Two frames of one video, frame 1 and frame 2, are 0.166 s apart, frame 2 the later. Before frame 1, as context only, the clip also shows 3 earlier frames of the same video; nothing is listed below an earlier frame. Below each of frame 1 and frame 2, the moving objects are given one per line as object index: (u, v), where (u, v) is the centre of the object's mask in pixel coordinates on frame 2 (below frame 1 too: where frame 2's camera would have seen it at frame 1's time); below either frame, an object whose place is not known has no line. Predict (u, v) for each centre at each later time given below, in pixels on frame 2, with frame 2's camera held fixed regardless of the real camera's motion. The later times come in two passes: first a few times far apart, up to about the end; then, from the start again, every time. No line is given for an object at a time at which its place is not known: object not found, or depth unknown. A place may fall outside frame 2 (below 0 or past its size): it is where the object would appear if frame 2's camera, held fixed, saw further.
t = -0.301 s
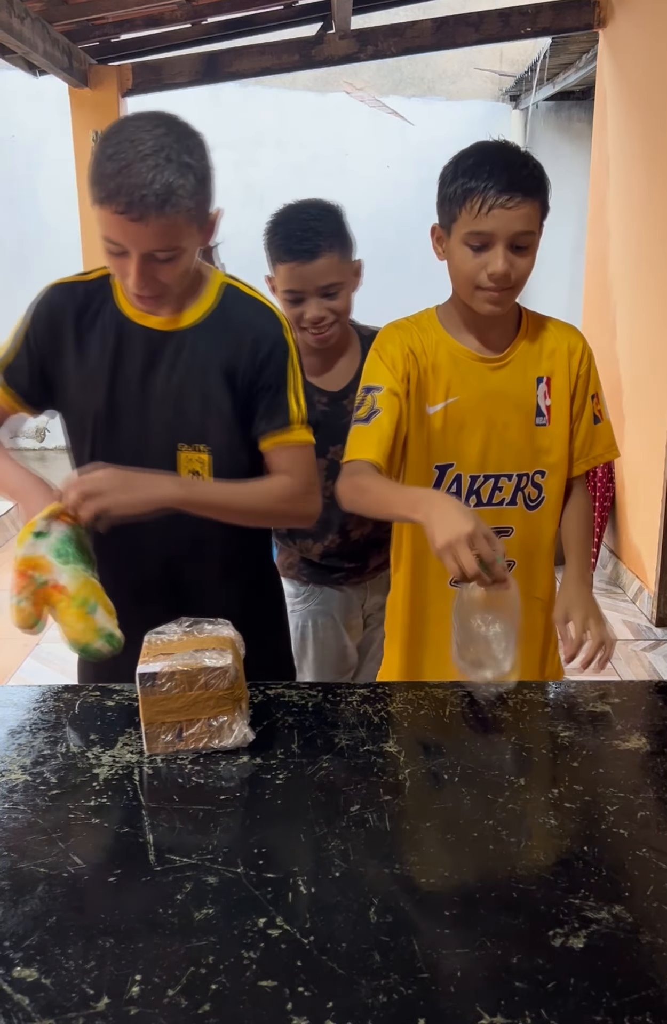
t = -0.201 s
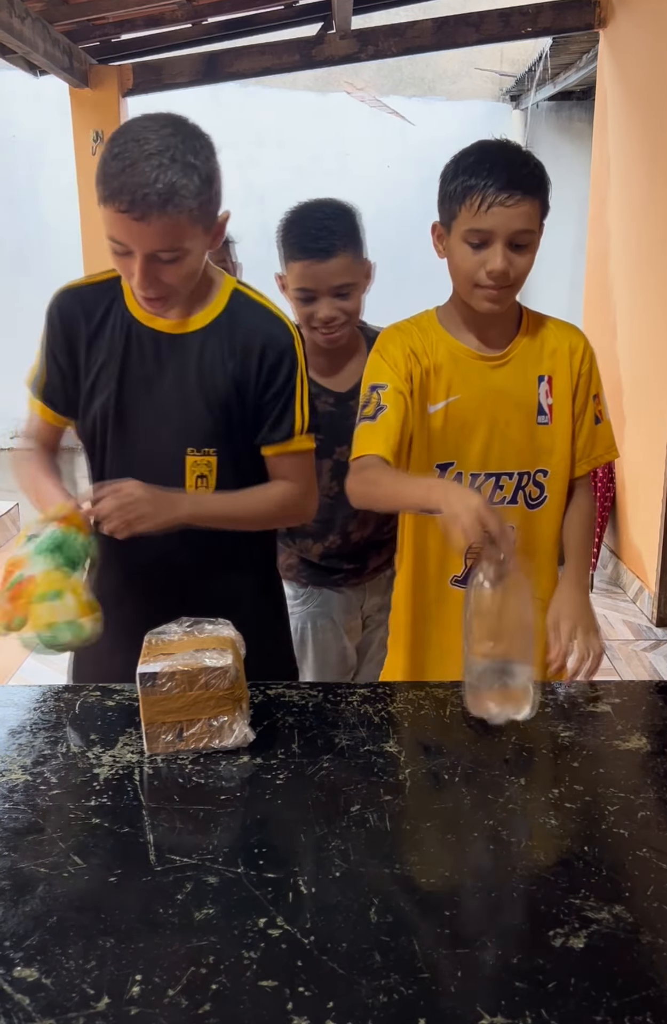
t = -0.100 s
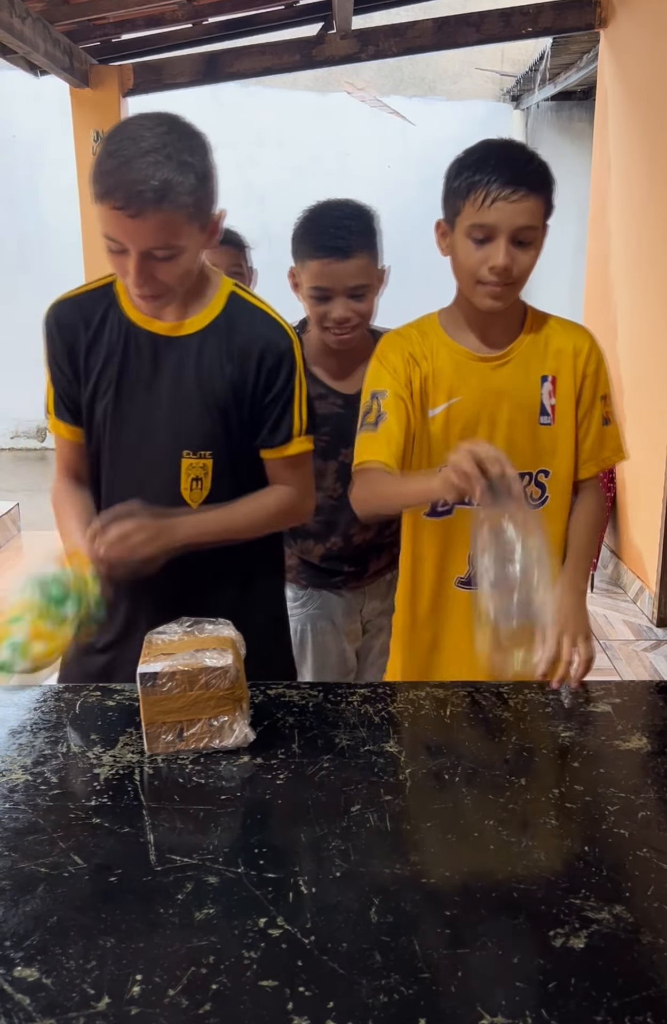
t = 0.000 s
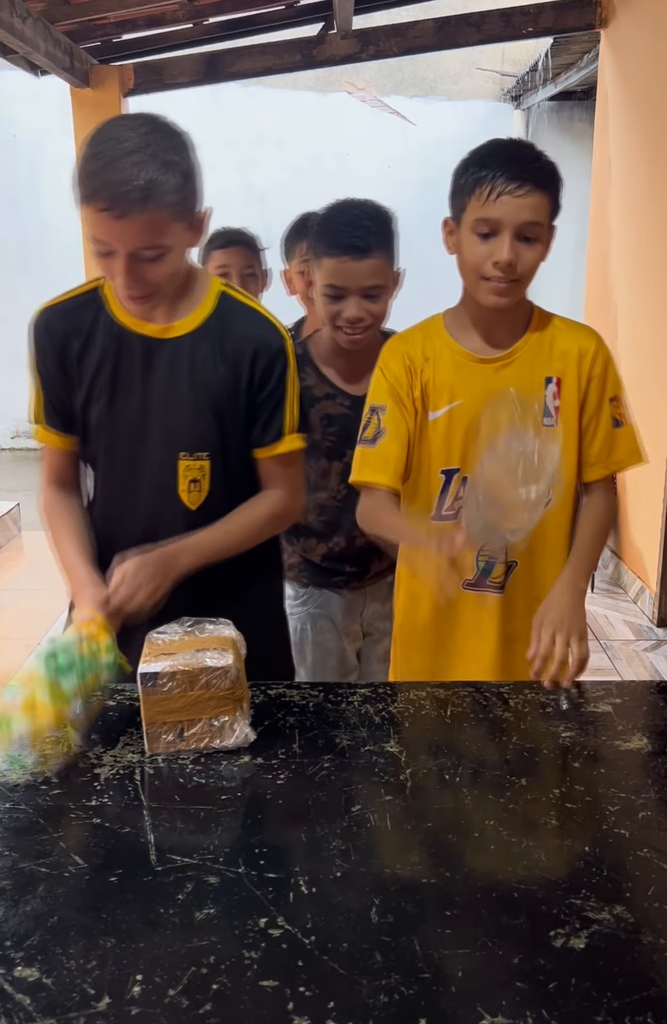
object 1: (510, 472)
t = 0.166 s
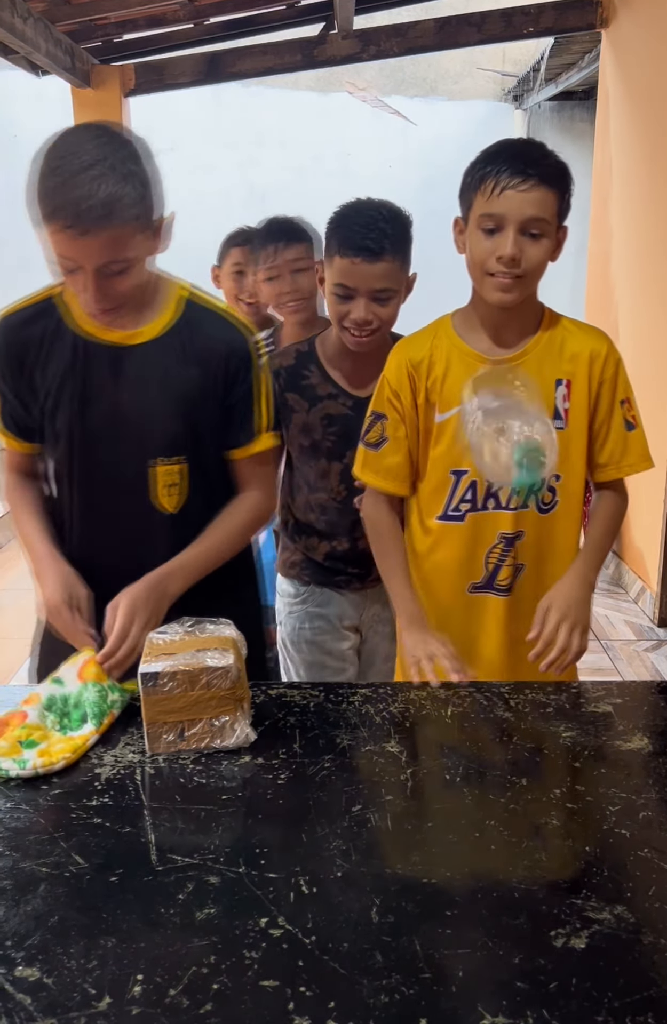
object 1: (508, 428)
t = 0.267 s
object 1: (502, 496)
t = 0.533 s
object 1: (495, 739)
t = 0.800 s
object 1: (513, 758)
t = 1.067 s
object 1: (516, 758)
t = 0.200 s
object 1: (507, 440)
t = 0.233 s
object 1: (504, 461)
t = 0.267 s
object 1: (502, 496)
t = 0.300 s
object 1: (492, 551)
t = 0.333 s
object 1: (488, 598)
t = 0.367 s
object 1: (480, 696)
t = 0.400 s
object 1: (481, 698)
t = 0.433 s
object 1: (483, 704)
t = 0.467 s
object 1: (487, 710)
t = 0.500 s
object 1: (492, 721)
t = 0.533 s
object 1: (495, 739)
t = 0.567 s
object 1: (497, 757)
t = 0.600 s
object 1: (497, 757)
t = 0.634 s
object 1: (501, 759)
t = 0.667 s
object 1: (503, 760)
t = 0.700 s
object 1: (505, 760)
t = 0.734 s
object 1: (509, 759)
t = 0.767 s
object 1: (512, 759)
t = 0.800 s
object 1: (513, 758)
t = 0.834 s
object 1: (513, 758)
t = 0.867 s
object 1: (513, 758)
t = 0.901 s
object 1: (514, 758)
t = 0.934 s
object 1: (516, 758)
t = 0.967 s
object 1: (517, 757)
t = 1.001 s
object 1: (518, 757)
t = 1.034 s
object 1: (518, 757)
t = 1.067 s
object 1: (516, 758)
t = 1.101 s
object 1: (515, 758)
